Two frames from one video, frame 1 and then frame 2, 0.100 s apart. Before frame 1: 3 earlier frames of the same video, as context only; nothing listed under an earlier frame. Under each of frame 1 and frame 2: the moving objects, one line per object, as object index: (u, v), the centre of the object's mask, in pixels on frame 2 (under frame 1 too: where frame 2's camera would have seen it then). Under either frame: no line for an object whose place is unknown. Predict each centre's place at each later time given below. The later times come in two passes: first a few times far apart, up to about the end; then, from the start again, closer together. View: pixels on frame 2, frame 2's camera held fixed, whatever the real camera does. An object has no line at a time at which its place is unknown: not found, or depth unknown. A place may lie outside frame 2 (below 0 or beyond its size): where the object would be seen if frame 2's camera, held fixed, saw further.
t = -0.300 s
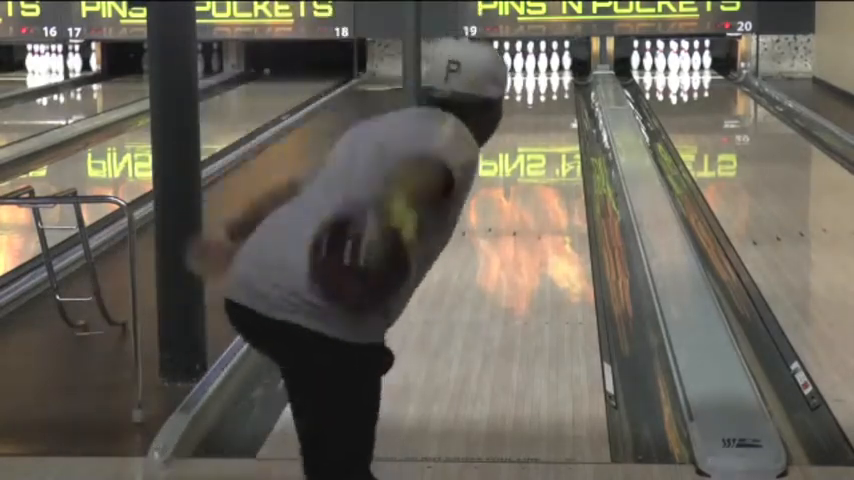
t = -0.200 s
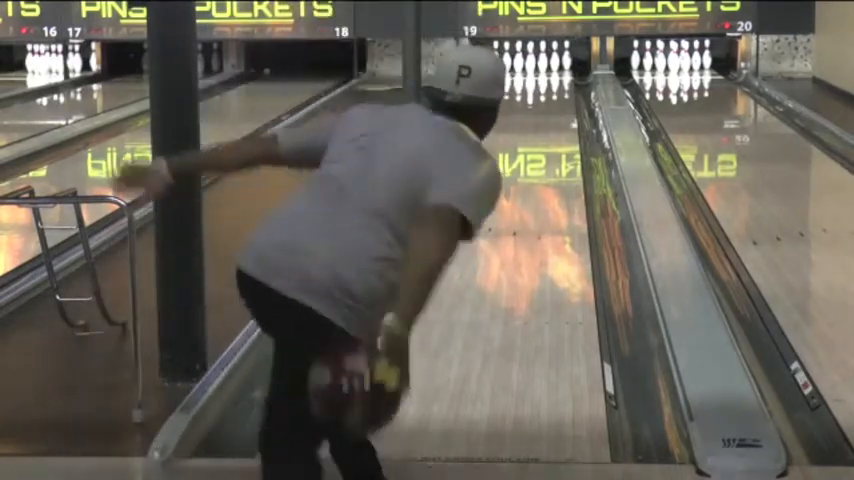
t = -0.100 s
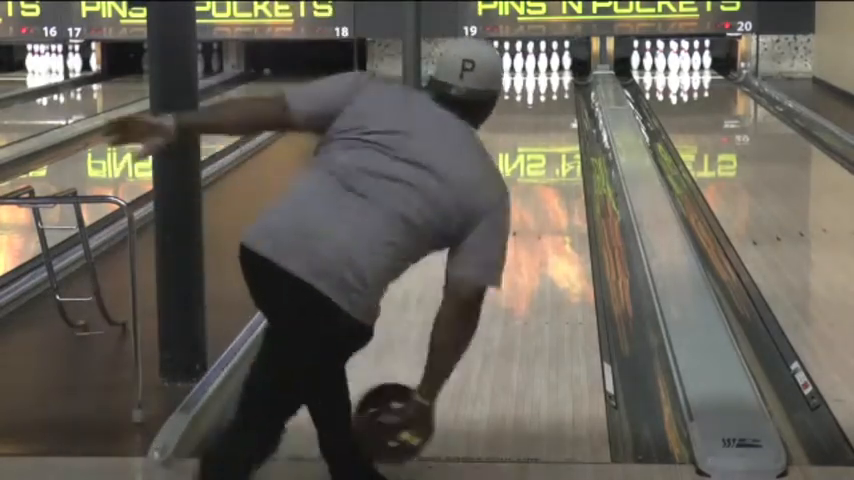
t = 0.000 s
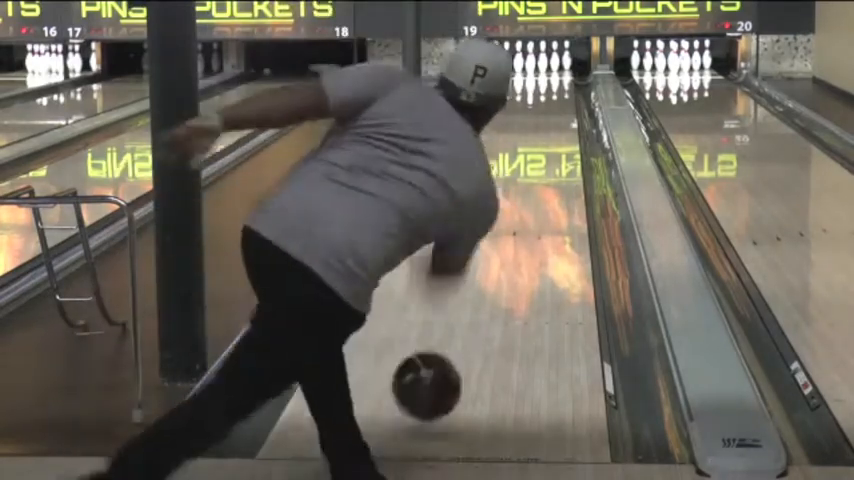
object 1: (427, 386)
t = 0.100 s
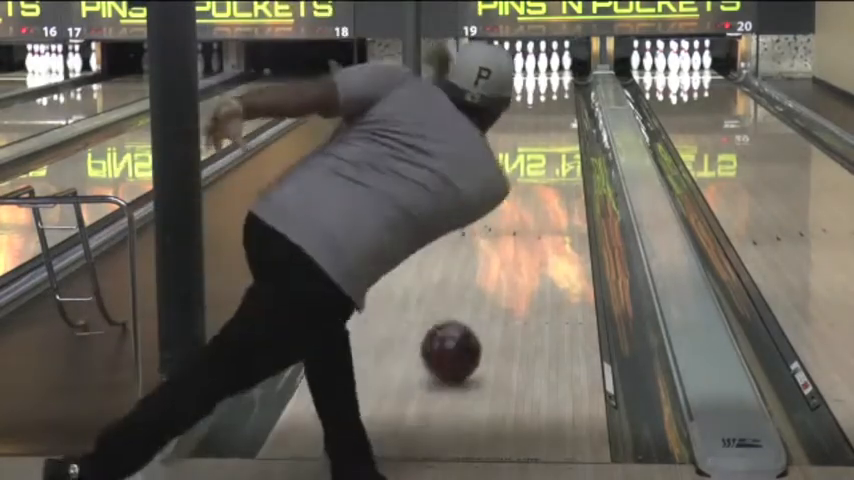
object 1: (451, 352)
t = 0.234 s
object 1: (475, 300)
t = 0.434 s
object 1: (501, 243)
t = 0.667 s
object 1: (521, 196)
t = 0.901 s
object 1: (535, 162)
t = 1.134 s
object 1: (545, 137)
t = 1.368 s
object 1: (552, 118)
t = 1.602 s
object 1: (556, 102)
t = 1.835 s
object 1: (558, 89)
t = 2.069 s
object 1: (554, 78)
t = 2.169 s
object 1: (552, 75)
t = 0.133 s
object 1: (458, 335)
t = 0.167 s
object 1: (463, 323)
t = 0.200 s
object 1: (469, 313)
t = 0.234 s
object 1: (475, 300)
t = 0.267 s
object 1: (480, 290)
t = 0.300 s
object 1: (485, 279)
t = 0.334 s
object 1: (489, 270)
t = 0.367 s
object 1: (493, 260)
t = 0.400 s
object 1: (497, 251)
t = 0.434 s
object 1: (501, 243)
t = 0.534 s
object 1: (516, 222)
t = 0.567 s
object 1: (516, 215)
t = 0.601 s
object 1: (517, 208)
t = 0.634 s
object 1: (519, 202)
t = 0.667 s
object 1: (521, 196)
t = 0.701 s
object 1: (524, 190)
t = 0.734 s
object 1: (526, 185)
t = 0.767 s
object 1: (528, 180)
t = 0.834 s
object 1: (532, 171)
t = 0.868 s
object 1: (534, 167)
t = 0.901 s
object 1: (535, 162)
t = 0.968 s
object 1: (539, 154)
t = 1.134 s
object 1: (545, 137)
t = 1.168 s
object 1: (546, 134)
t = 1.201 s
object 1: (547, 131)
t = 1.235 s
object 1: (548, 129)
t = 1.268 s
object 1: (549, 125)
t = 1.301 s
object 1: (550, 123)
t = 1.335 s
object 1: (552, 120)
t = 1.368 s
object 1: (552, 118)
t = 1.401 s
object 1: (553, 116)
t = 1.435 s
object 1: (554, 113)
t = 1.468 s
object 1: (554, 111)
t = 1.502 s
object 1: (555, 107)
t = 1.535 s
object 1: (556, 106)
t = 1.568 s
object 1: (556, 104)
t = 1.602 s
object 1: (556, 102)
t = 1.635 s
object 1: (557, 100)
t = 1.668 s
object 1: (557, 98)
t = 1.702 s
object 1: (557, 96)
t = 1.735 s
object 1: (558, 94)
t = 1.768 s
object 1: (558, 92)
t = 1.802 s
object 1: (558, 90)
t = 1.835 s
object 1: (558, 89)
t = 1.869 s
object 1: (557, 88)
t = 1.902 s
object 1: (557, 86)
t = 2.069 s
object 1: (554, 78)
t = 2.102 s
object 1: (554, 77)
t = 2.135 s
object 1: (553, 77)
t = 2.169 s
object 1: (552, 75)
